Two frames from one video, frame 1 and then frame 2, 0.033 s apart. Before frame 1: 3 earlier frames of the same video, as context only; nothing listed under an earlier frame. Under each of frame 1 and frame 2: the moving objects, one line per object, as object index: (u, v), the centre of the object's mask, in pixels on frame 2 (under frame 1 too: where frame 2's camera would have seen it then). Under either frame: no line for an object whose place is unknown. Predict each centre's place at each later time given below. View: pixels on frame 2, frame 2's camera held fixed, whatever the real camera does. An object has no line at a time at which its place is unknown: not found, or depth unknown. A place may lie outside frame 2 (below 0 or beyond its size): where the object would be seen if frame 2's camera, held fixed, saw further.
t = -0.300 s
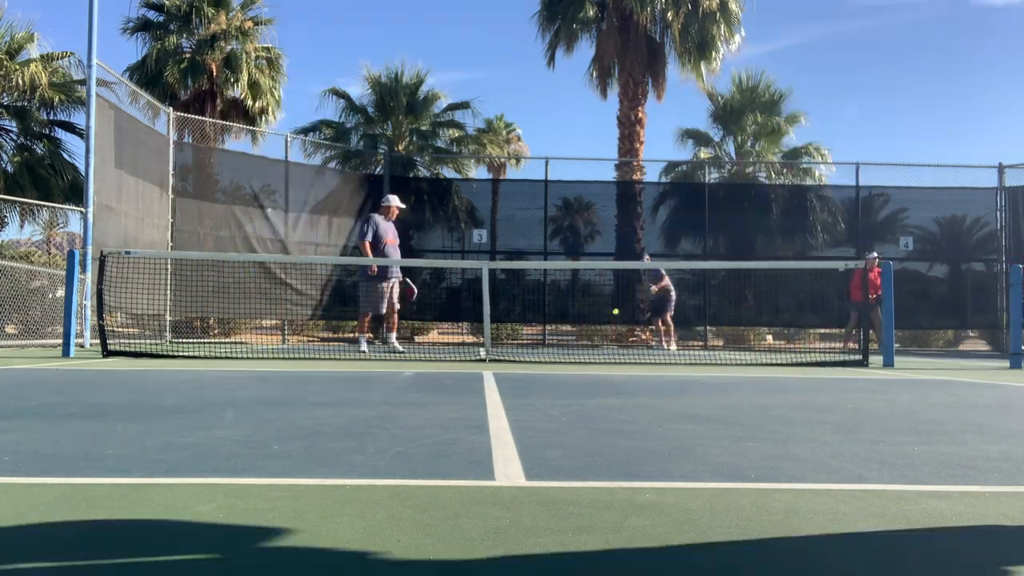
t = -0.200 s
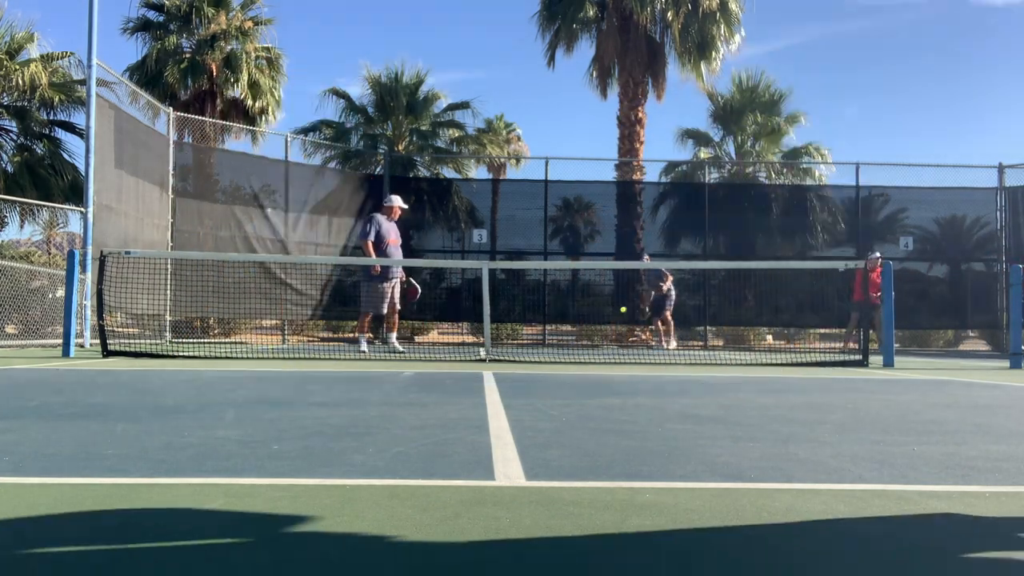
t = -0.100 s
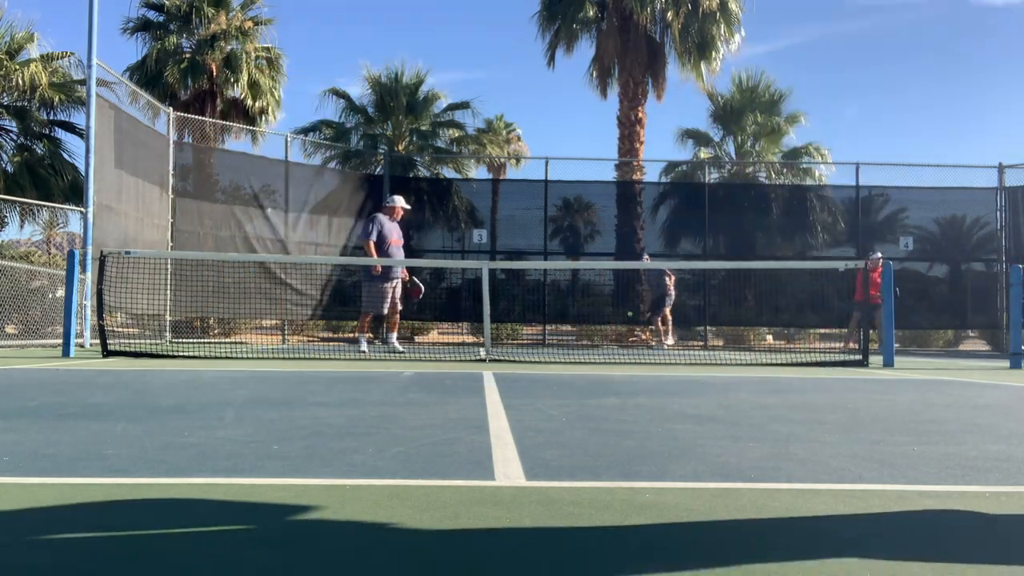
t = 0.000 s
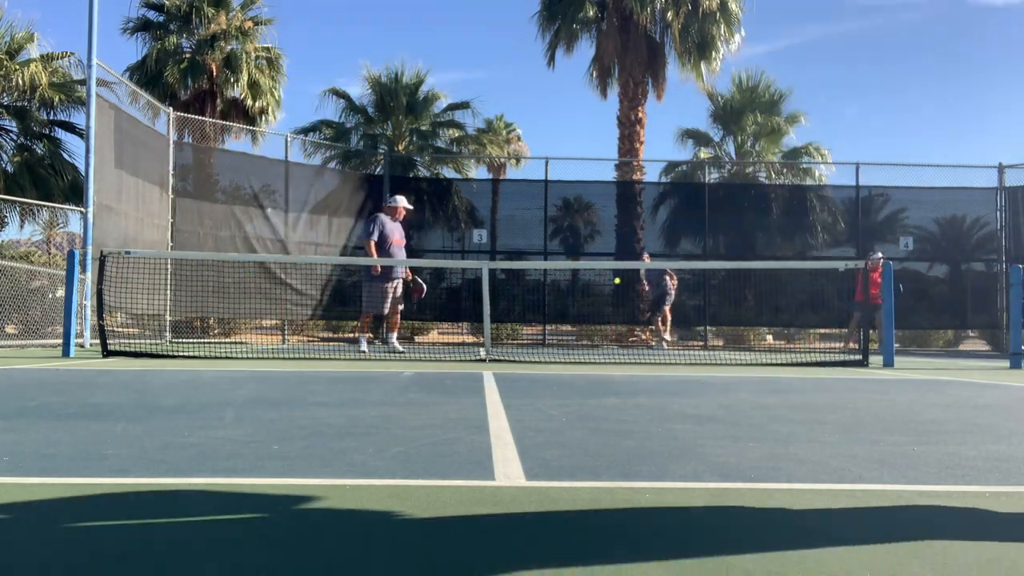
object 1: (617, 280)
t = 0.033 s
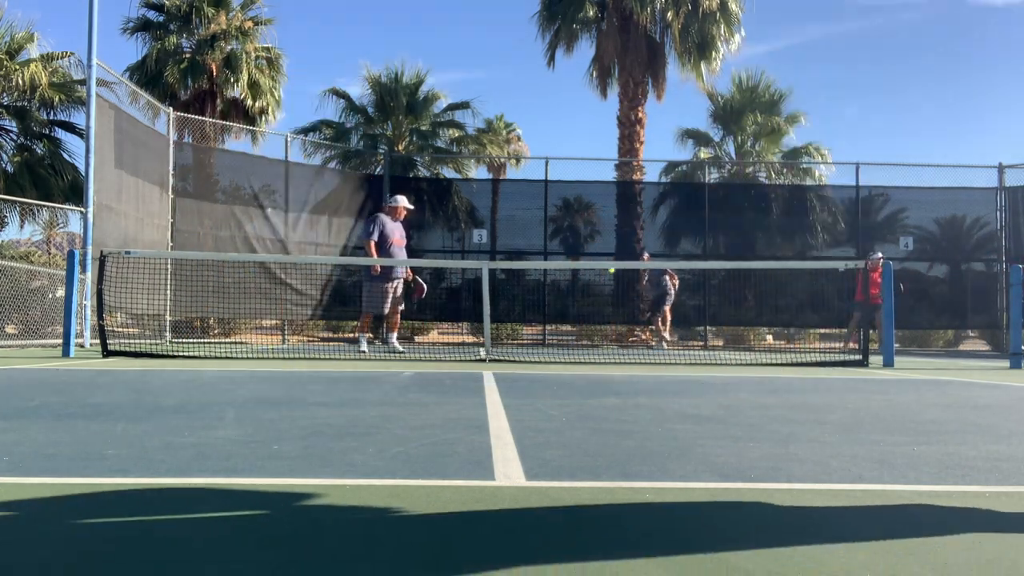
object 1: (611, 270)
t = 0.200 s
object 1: (581, 221)
